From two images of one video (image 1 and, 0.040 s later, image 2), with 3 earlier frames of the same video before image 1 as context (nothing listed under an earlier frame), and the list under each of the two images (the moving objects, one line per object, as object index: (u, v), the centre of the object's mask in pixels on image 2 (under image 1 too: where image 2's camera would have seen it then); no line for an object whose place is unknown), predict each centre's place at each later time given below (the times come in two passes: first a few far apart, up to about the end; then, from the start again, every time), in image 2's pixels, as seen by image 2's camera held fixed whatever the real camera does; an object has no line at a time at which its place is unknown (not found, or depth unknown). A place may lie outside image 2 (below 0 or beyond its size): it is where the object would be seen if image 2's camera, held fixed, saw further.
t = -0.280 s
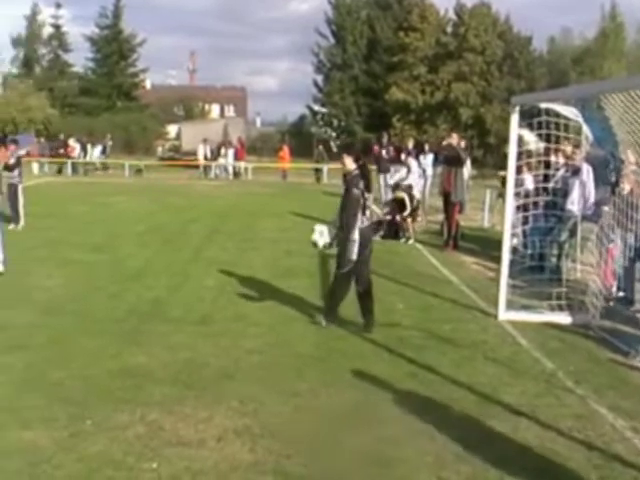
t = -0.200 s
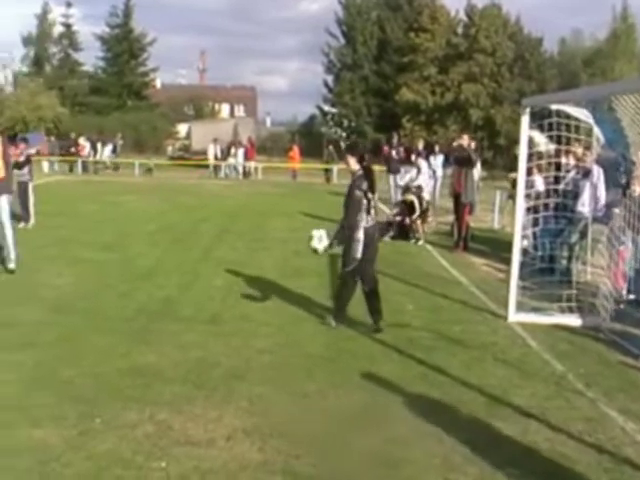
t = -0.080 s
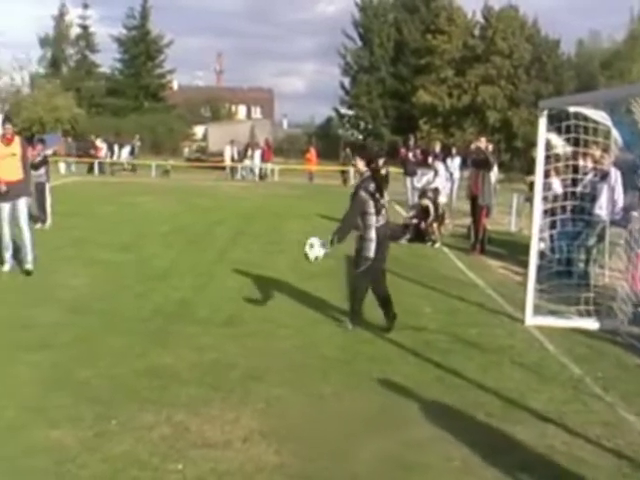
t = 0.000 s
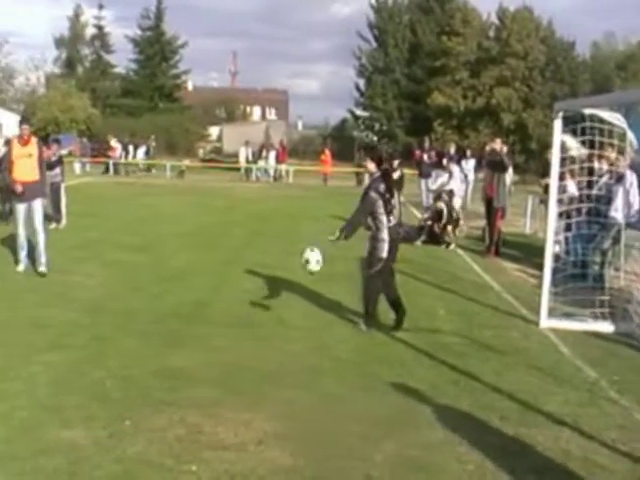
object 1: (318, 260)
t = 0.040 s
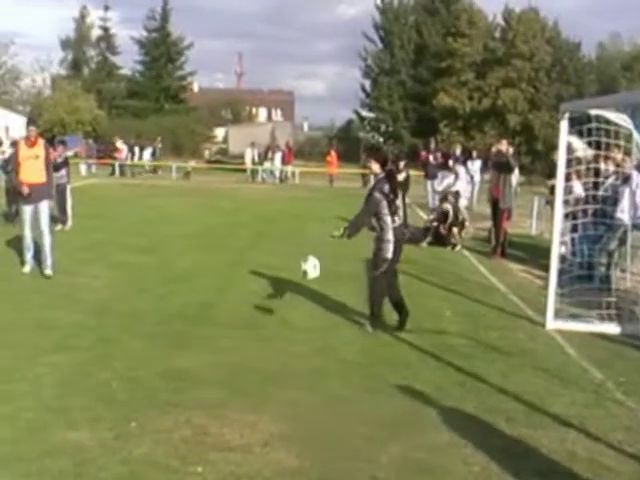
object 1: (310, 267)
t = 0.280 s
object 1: (267, 308)
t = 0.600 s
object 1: (230, 283)
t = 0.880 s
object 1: (196, 303)
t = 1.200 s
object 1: (161, 312)
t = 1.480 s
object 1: (134, 311)
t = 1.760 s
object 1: (109, 310)
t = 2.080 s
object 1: (85, 309)
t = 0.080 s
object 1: (302, 277)
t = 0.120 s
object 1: (294, 287)
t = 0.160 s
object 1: (286, 300)
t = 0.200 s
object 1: (278, 316)
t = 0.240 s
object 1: (271, 320)
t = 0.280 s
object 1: (267, 308)
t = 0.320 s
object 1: (262, 298)
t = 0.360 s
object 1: (258, 291)
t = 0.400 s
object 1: (253, 285)
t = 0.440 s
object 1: (249, 281)
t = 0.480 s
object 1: (244, 278)
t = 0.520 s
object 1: (240, 278)
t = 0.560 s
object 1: (235, 279)
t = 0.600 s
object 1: (230, 283)
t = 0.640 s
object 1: (225, 288)
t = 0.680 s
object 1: (220, 295)
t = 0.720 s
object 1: (215, 304)
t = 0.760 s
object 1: (210, 316)
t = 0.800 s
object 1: (206, 315)
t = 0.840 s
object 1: (201, 308)
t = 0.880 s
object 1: (196, 303)
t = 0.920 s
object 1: (192, 299)
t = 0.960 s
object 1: (188, 298)
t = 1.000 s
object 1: (184, 298)
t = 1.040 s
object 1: (180, 300)
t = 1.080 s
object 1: (175, 305)
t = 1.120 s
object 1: (170, 310)
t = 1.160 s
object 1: (166, 316)
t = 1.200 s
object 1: (161, 312)
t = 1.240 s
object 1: (157, 309)
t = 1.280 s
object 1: (153, 308)
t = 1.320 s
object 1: (149, 308)
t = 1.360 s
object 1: (145, 310)
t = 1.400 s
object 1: (141, 313)
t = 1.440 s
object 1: (137, 313)
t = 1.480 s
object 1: (134, 311)
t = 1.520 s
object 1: (129, 311)
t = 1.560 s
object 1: (125, 312)
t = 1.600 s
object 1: (122, 313)
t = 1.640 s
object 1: (118, 311)
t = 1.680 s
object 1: (115, 311)
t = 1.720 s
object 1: (112, 310)
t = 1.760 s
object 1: (109, 310)
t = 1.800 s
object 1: (105, 310)
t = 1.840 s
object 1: (102, 311)
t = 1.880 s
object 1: (99, 310)
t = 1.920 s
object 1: (97, 310)
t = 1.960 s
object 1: (93, 310)
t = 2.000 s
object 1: (91, 309)
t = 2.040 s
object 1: (88, 309)
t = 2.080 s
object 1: (85, 309)
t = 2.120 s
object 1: (83, 308)
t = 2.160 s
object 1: (81, 308)
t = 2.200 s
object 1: (78, 308)
